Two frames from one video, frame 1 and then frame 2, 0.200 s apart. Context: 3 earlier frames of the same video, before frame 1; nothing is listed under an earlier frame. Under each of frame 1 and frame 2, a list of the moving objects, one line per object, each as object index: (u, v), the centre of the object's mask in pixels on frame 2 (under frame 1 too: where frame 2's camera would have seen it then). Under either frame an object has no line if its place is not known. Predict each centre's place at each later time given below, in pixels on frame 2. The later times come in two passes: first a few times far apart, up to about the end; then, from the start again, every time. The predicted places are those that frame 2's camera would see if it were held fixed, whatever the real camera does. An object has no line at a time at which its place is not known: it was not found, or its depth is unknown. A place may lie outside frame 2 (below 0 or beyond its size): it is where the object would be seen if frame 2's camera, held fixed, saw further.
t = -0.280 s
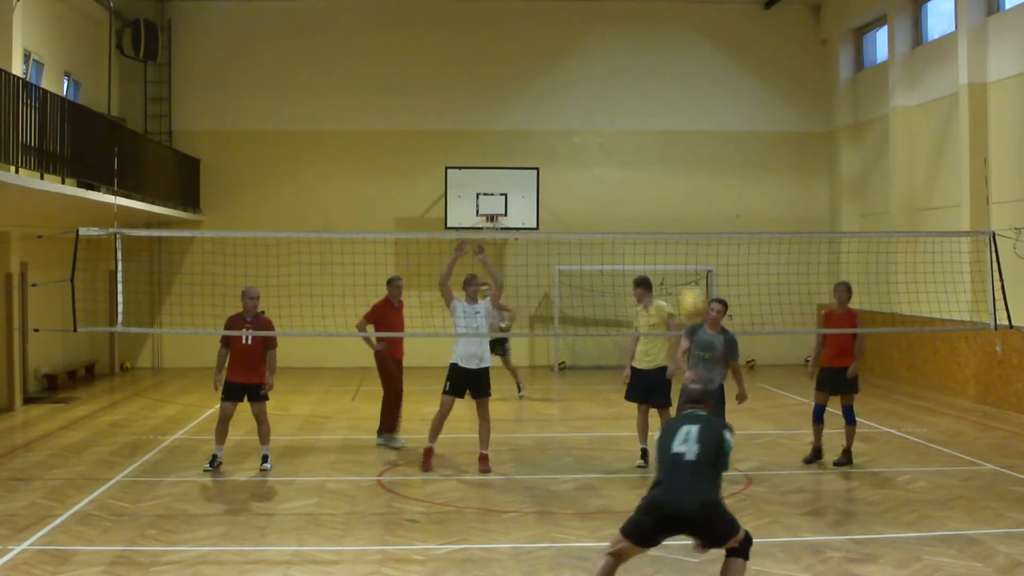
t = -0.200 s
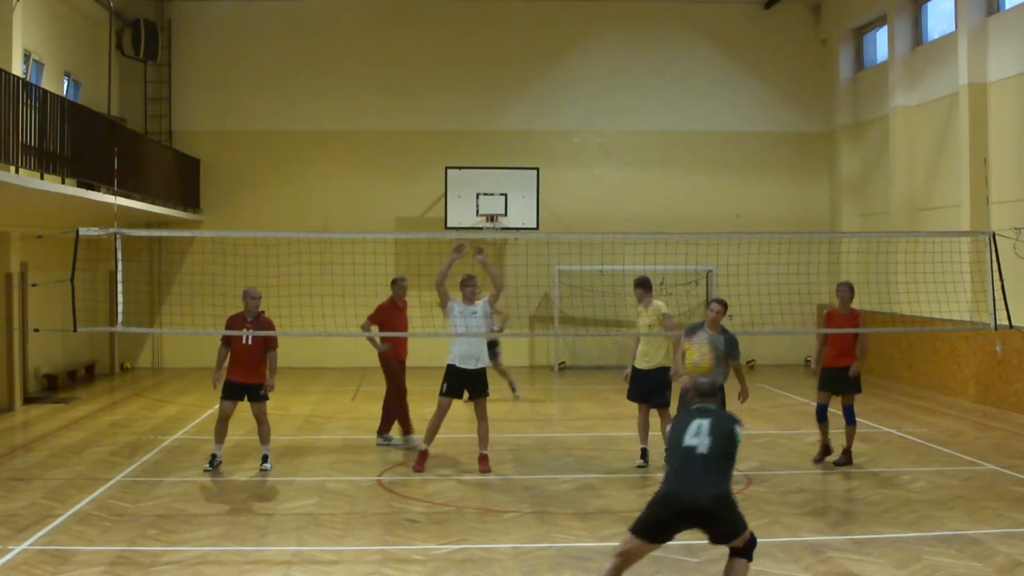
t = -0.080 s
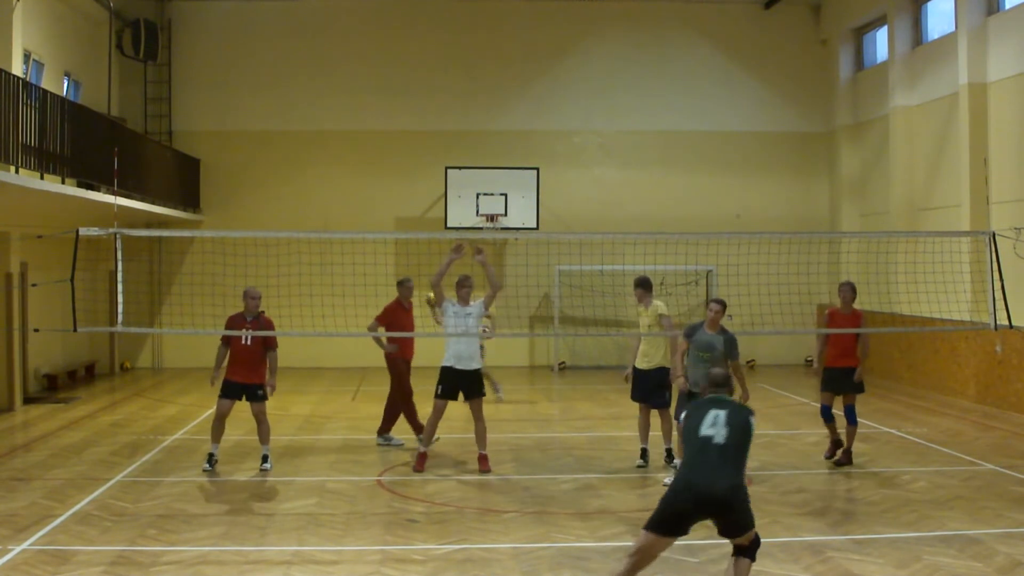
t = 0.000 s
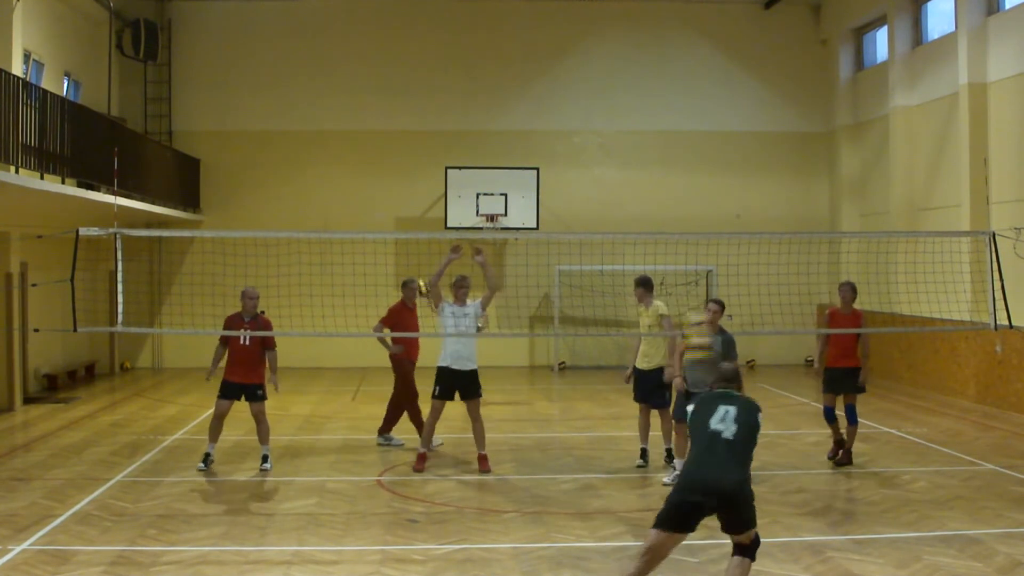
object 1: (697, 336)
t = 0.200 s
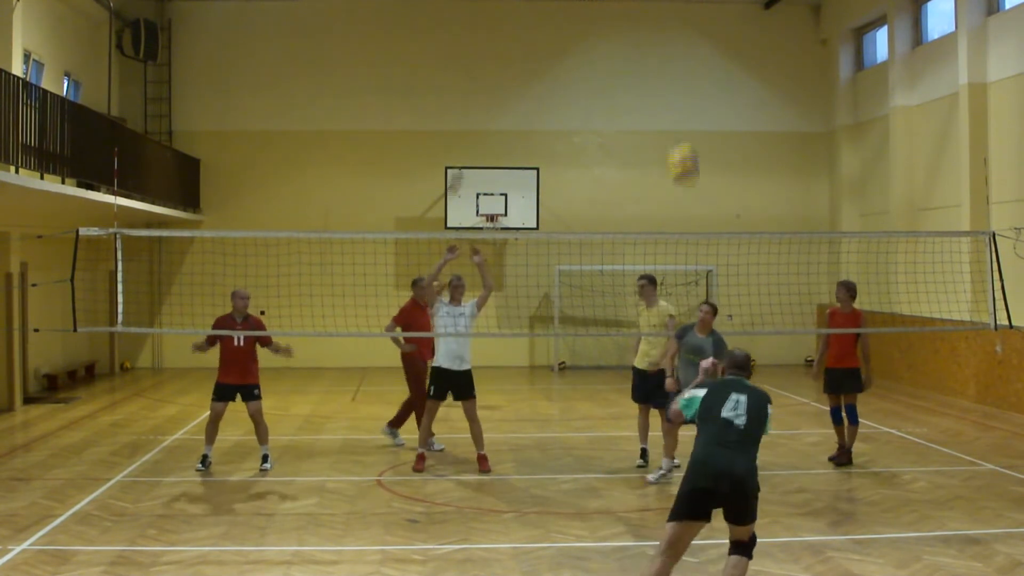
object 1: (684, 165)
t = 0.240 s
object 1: (680, 140)
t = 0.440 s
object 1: (666, 57)
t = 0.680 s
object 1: (651, 35)
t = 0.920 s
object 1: (638, 81)
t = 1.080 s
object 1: (632, 141)
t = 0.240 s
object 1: (680, 140)
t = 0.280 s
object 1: (678, 117)
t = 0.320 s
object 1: (674, 98)
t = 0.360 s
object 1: (671, 82)
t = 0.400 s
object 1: (668, 68)
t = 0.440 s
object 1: (666, 57)
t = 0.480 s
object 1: (663, 49)
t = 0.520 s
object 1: (661, 42)
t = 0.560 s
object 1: (658, 36)
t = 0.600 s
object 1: (655, 34)
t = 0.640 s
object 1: (653, 34)
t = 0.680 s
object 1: (651, 35)
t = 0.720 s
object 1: (648, 38)
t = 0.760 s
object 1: (646, 43)
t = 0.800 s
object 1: (644, 50)
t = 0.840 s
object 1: (642, 59)
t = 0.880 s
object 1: (640, 69)
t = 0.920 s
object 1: (638, 81)
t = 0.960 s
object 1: (637, 93)
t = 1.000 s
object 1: (635, 107)
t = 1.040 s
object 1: (634, 124)
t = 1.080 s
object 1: (632, 141)
